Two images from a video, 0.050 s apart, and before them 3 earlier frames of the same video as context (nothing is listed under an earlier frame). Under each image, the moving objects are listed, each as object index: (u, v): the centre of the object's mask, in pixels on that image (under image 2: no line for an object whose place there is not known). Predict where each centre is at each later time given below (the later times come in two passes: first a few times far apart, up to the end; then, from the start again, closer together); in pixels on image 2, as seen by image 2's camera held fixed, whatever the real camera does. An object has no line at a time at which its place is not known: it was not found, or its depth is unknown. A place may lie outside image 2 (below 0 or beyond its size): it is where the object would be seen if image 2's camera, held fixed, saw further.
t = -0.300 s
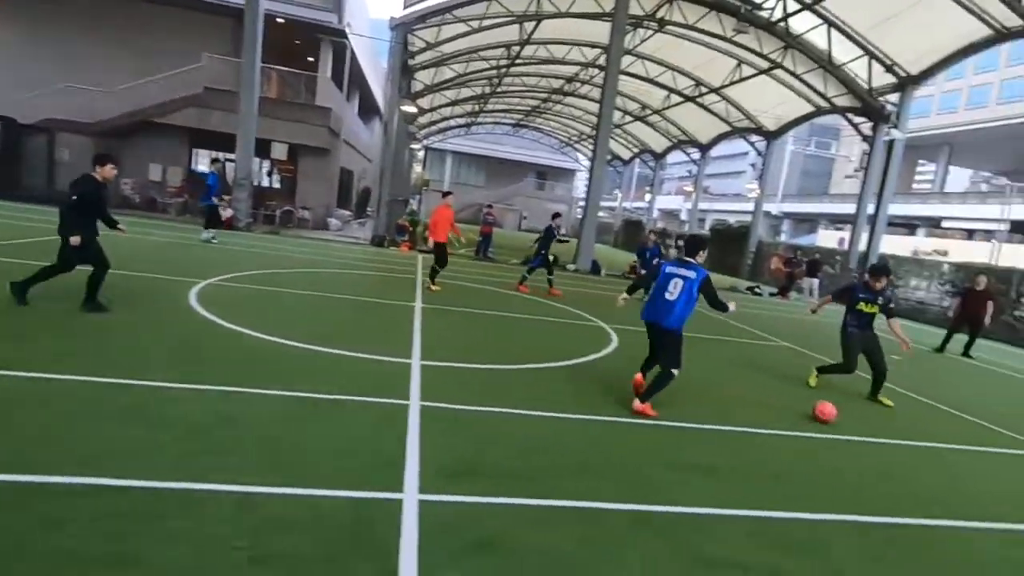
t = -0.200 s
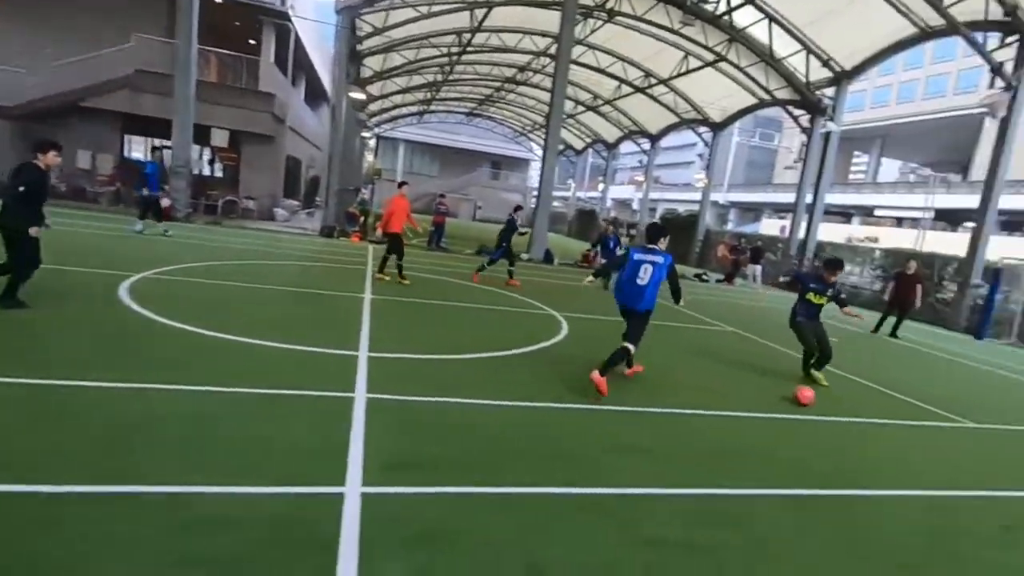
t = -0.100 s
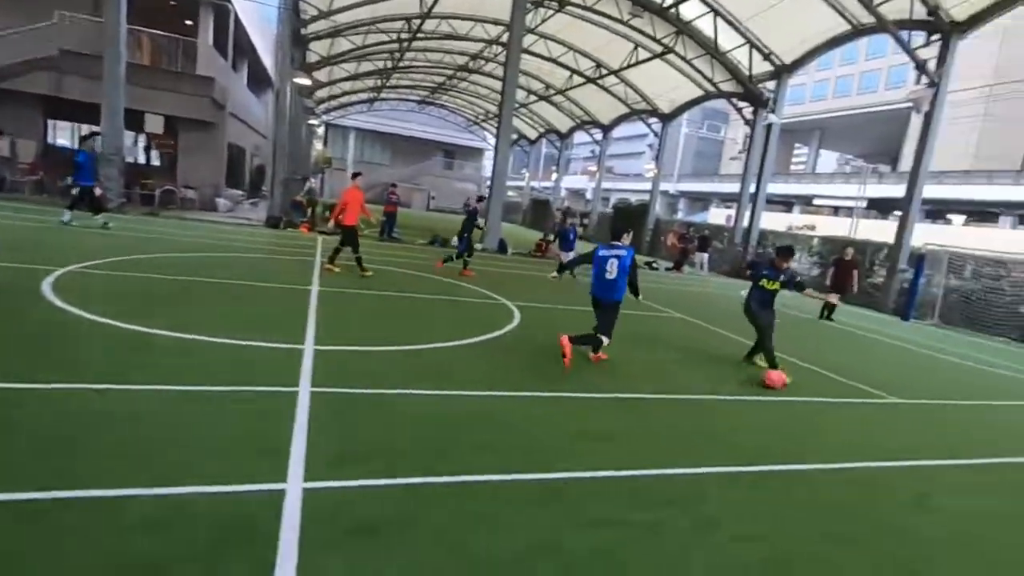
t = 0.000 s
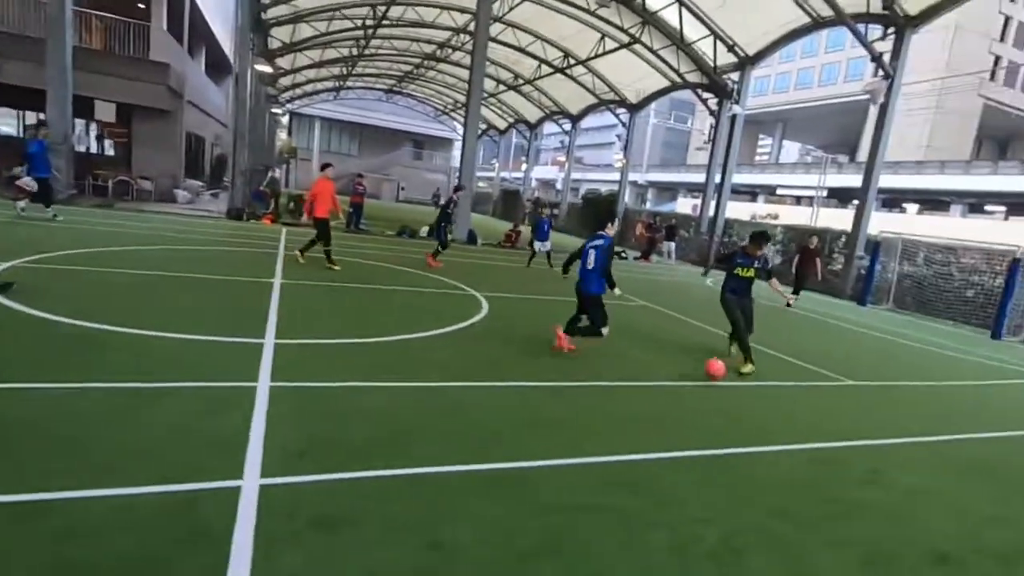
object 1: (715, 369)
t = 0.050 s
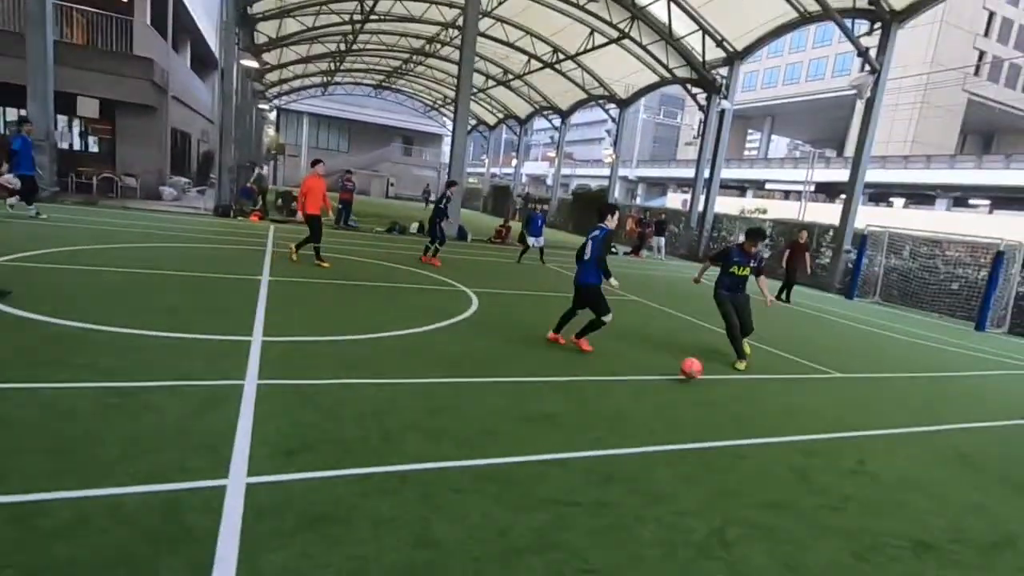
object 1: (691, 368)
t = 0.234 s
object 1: (638, 391)
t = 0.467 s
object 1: (544, 430)
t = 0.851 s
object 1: (273, 525)
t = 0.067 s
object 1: (686, 370)
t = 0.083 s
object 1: (681, 373)
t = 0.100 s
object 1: (676, 376)
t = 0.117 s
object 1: (671, 380)
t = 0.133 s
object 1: (665, 382)
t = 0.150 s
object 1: (661, 382)
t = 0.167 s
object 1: (657, 383)
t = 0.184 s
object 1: (652, 384)
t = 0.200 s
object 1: (648, 386)
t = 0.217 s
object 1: (642, 388)
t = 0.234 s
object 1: (638, 391)
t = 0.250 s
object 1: (632, 394)
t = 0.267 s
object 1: (626, 397)
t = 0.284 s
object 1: (620, 400)
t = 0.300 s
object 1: (615, 402)
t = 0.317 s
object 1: (609, 404)
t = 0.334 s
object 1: (603, 406)
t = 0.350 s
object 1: (597, 409)
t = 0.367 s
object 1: (589, 412)
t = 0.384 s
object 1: (582, 415)
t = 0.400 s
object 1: (576, 418)
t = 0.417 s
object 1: (568, 421)
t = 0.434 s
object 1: (561, 424)
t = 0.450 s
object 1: (553, 427)
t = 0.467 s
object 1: (544, 430)
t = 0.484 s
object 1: (535, 434)
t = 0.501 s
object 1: (525, 437)
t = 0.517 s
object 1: (516, 441)
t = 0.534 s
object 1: (507, 445)
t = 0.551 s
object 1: (497, 449)
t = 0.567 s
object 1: (486, 452)
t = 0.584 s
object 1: (475, 456)
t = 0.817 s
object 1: (299, 515)
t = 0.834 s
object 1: (286, 521)
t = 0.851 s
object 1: (273, 525)
